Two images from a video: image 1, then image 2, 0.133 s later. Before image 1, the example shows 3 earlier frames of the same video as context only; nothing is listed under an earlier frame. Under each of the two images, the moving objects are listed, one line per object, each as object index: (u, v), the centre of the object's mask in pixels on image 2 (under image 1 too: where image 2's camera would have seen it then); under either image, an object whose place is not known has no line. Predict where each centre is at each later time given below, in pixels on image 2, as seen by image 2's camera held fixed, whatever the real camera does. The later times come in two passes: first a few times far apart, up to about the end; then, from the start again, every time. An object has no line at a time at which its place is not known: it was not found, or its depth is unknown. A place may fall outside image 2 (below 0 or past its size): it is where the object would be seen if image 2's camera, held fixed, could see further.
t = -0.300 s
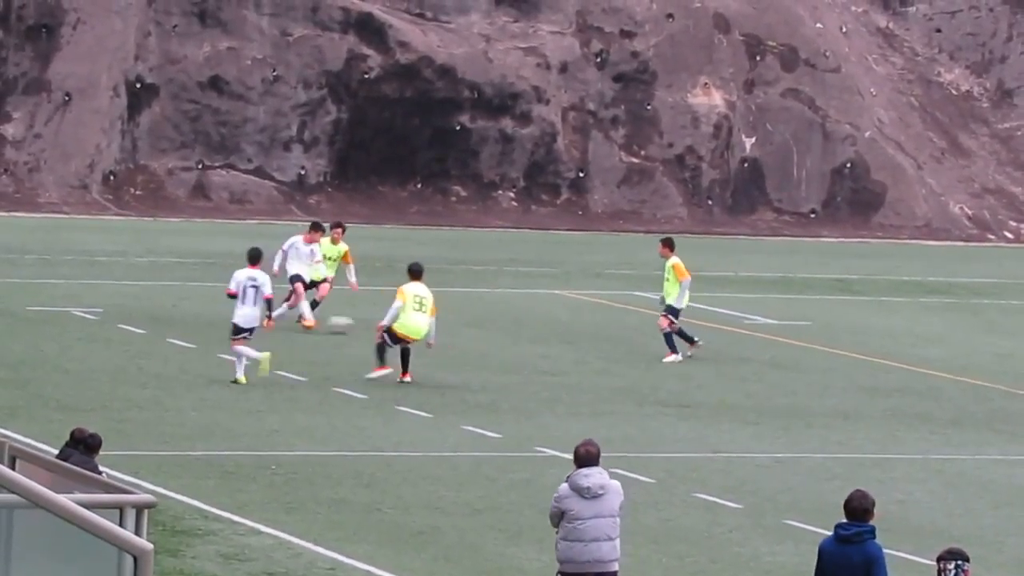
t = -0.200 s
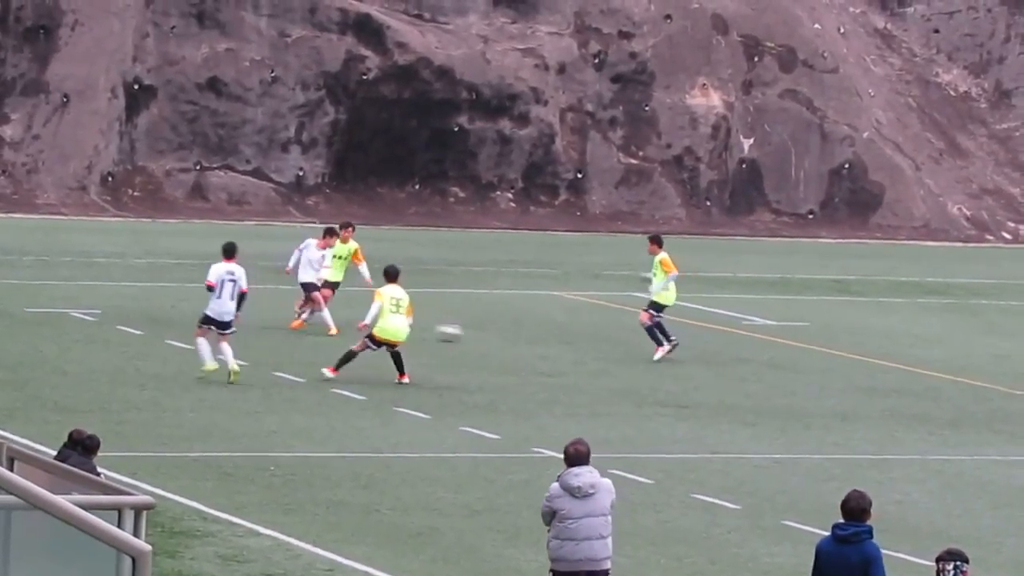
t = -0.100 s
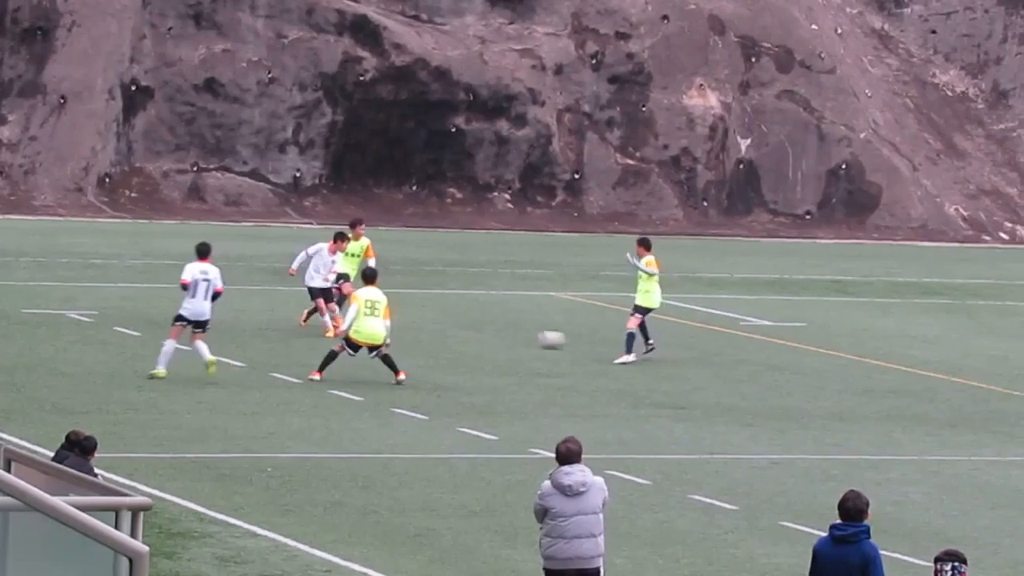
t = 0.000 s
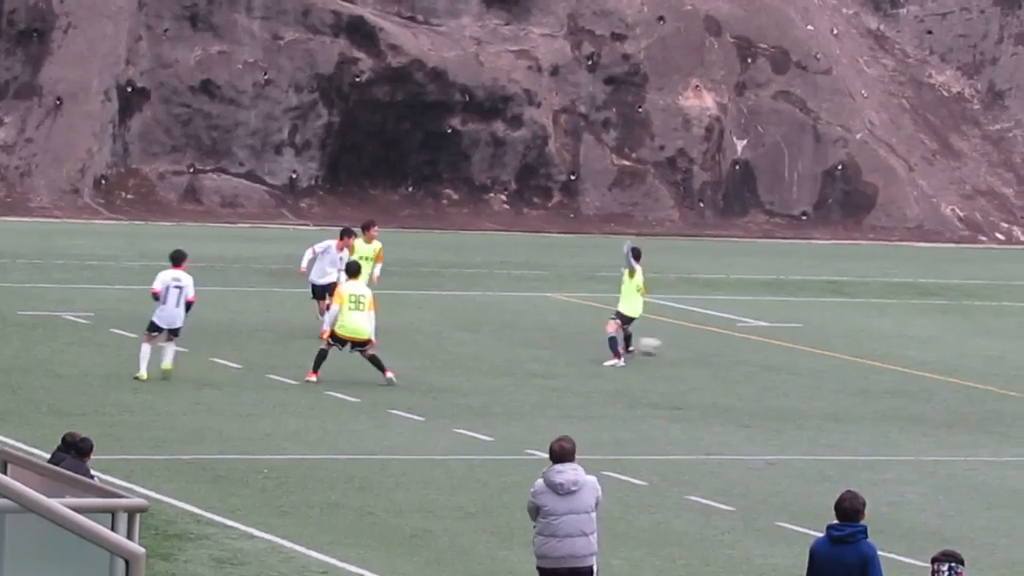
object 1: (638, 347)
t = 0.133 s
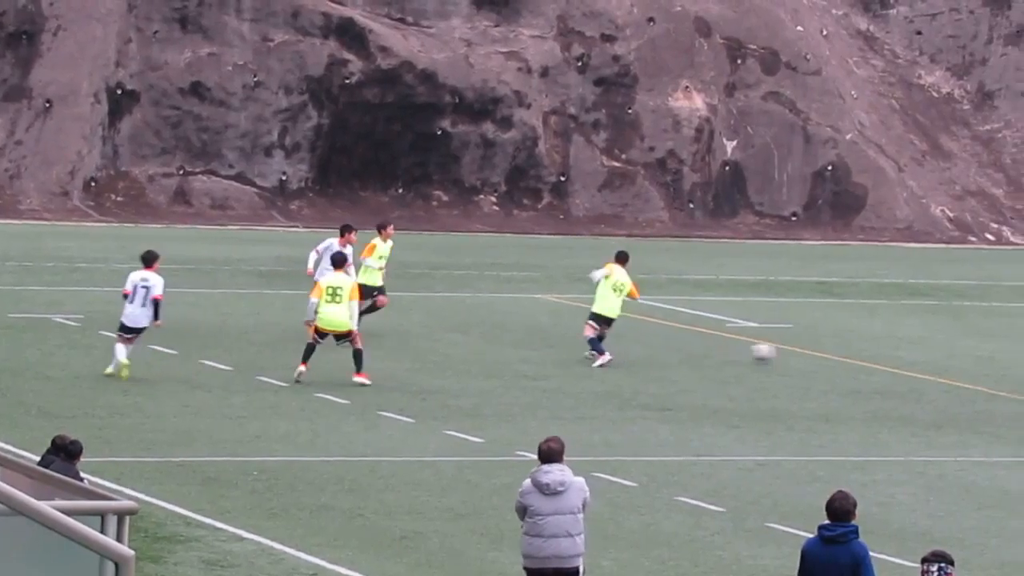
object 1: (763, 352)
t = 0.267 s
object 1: (876, 357)
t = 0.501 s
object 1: (1054, 372)
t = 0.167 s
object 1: (792, 356)
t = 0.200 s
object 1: (822, 357)
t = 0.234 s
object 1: (849, 357)
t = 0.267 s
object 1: (876, 357)
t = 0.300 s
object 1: (904, 359)
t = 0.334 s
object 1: (931, 363)
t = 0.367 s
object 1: (955, 367)
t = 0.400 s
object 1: (980, 367)
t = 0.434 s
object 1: (1005, 368)
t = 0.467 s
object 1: (1030, 369)
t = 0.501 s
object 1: (1054, 372)
